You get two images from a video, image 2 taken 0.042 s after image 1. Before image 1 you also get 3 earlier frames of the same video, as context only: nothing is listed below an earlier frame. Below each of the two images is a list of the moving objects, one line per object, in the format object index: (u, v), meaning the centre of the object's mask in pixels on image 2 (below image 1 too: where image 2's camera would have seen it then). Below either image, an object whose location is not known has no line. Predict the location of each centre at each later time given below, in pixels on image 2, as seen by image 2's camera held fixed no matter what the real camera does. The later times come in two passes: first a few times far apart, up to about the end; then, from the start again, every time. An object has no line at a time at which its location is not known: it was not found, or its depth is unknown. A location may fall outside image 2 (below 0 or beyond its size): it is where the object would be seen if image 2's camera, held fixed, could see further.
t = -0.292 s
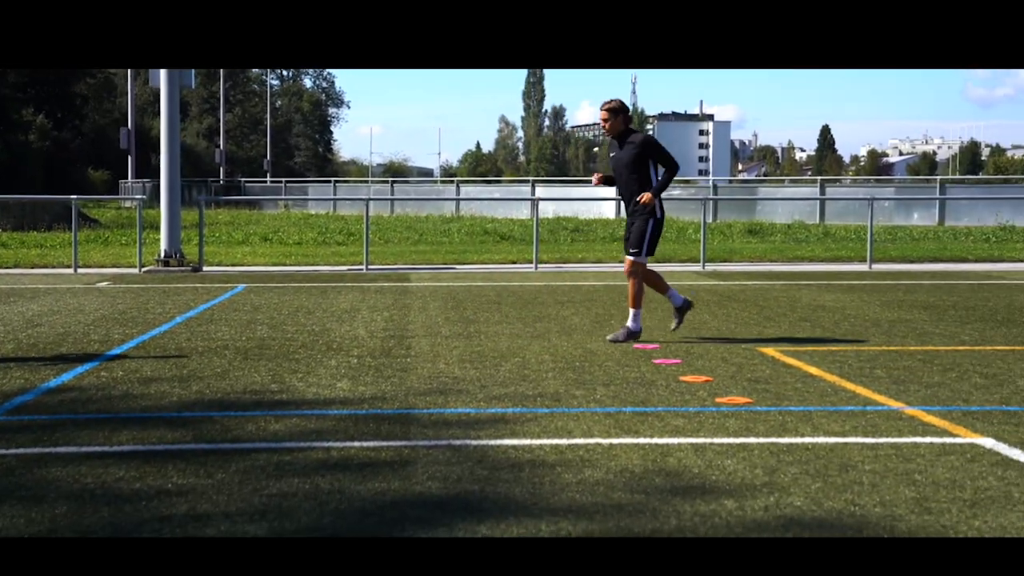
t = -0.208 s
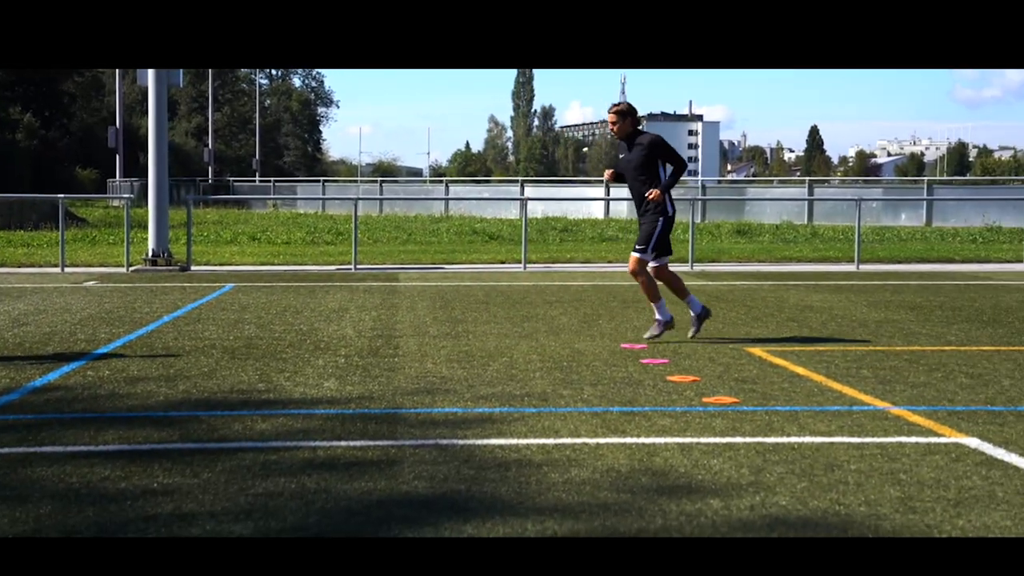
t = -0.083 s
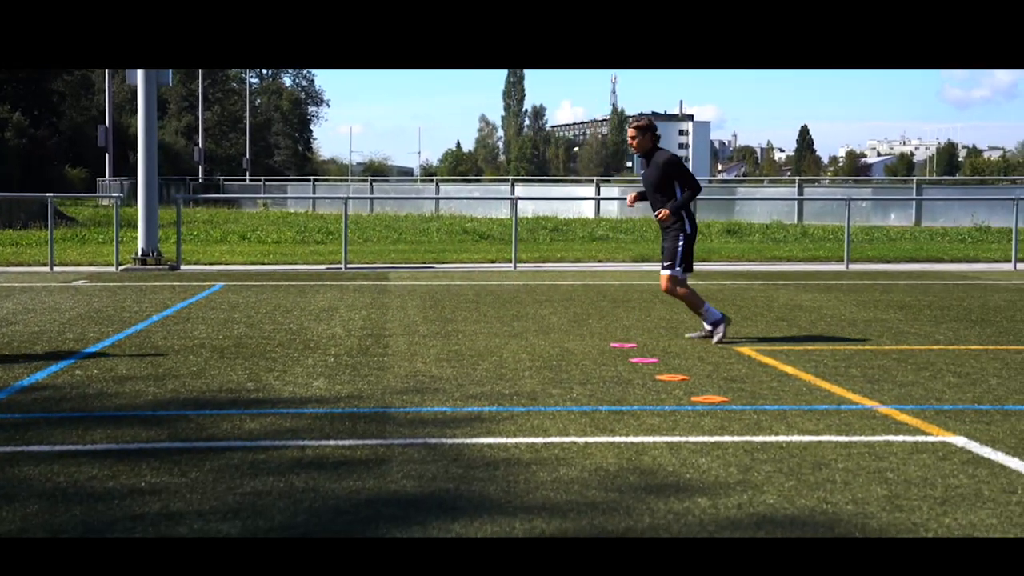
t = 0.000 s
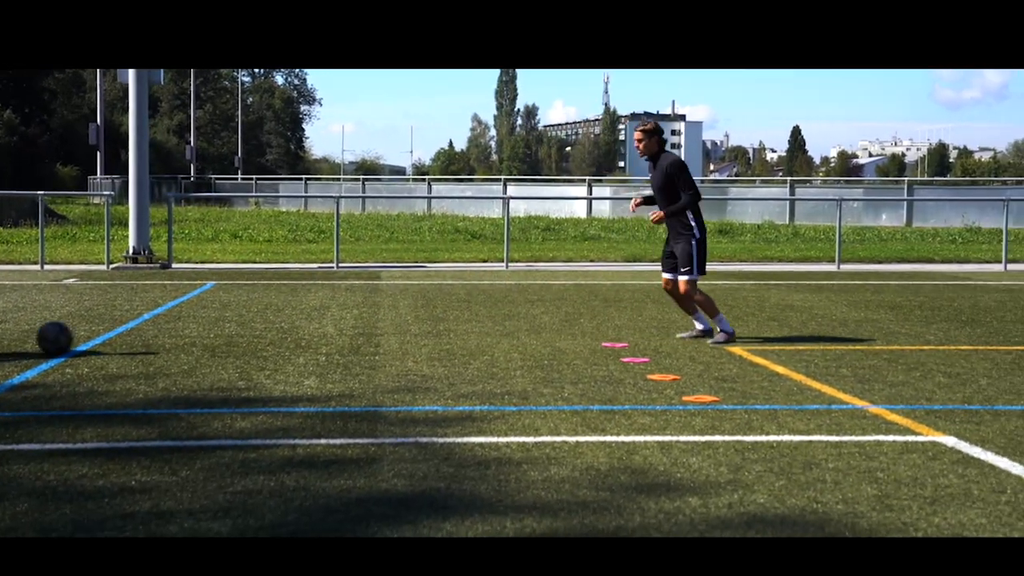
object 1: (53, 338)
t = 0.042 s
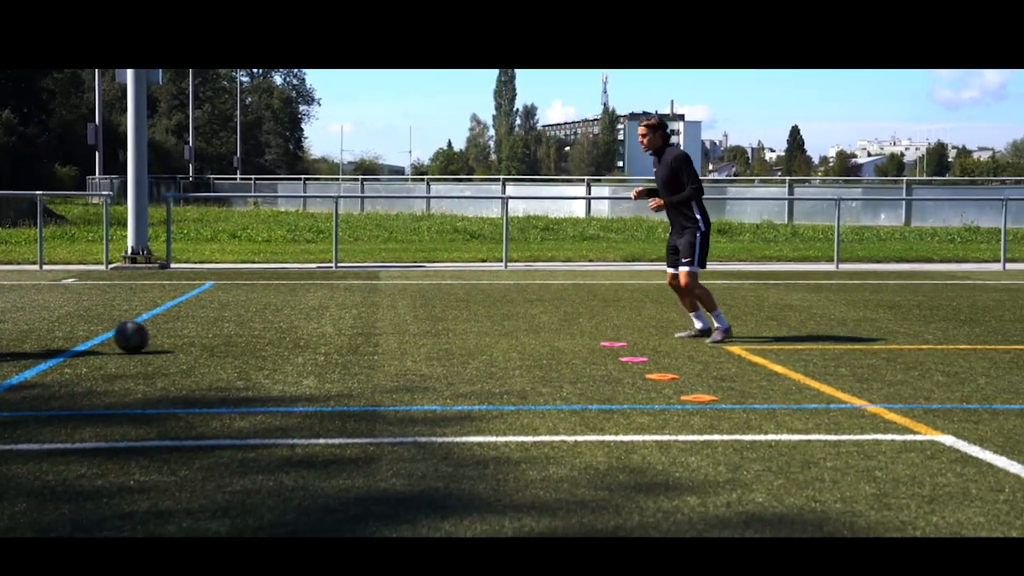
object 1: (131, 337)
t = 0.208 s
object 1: (397, 331)
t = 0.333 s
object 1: (561, 326)
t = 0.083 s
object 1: (204, 335)
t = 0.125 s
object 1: (271, 331)
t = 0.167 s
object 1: (335, 330)
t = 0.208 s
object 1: (397, 331)
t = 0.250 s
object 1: (454, 328)
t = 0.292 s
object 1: (508, 325)
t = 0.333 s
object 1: (561, 326)
